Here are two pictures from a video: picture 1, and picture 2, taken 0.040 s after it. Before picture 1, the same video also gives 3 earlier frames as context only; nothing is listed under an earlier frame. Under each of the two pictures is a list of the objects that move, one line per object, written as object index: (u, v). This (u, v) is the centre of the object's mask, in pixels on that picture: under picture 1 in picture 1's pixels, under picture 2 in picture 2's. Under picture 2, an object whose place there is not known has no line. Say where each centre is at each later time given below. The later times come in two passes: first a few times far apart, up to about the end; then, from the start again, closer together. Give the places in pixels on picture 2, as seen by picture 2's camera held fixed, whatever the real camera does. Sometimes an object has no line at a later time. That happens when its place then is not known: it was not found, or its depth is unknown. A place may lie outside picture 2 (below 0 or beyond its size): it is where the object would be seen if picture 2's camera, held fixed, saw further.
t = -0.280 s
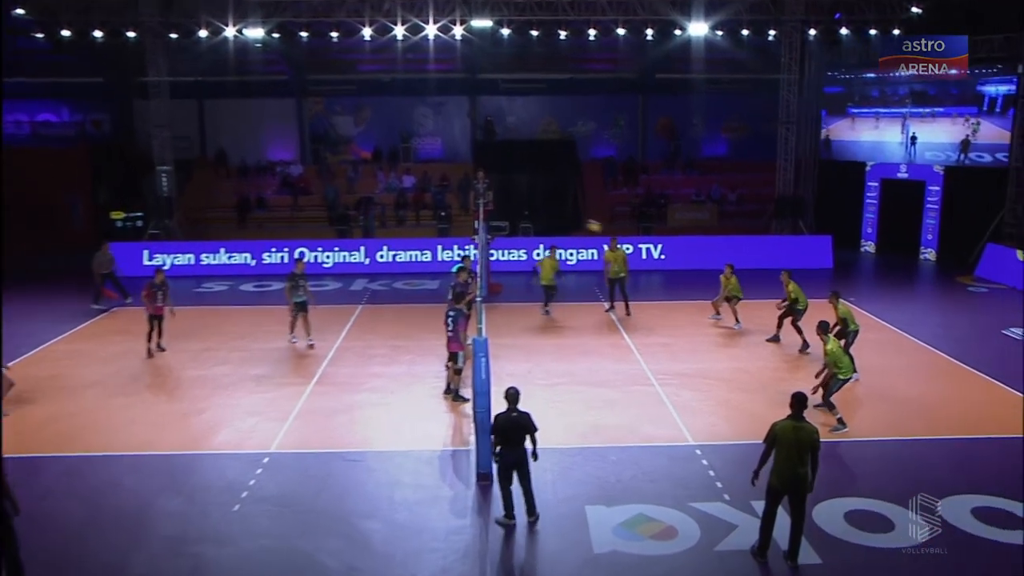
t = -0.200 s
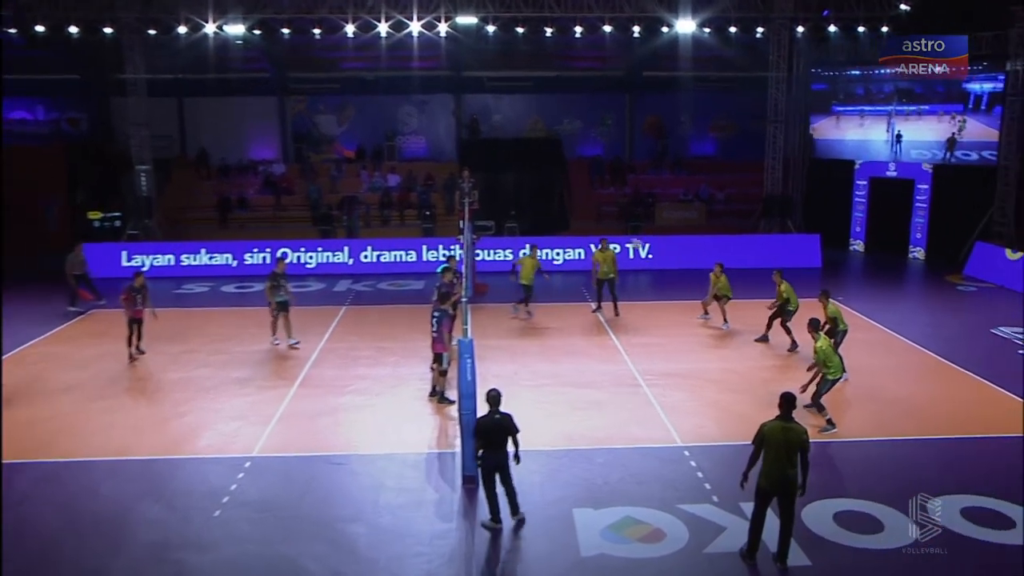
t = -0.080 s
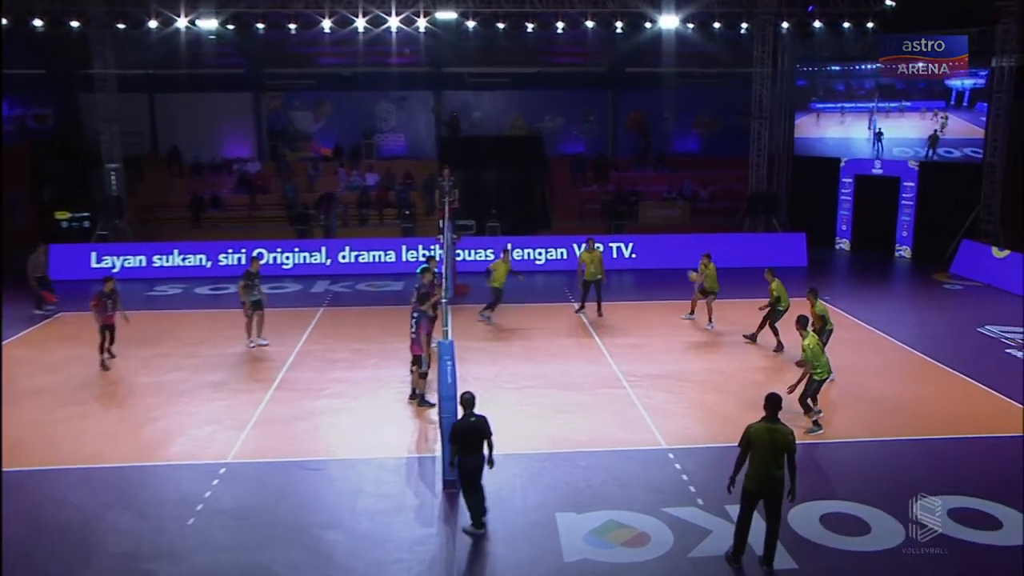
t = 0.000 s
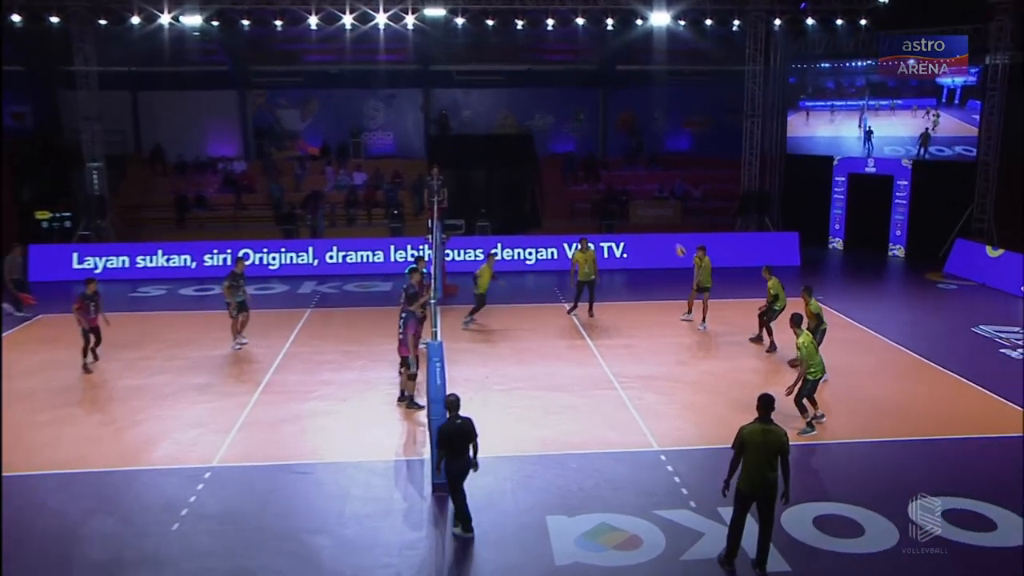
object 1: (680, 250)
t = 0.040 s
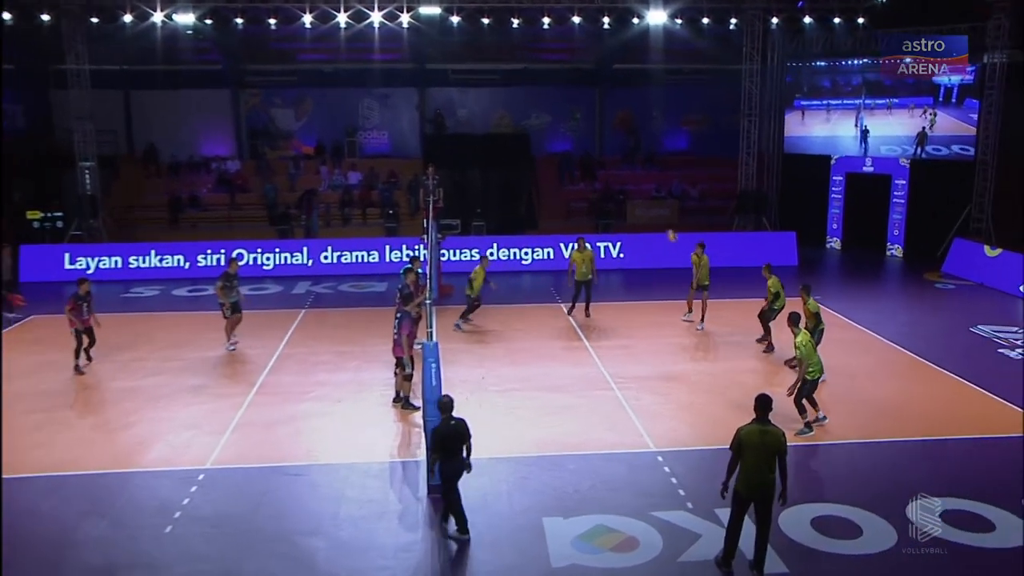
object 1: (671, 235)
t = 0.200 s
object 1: (653, 185)
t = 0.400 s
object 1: (629, 135)
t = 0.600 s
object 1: (604, 104)
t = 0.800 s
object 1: (577, 94)
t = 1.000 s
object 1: (549, 106)
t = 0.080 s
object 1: (667, 223)
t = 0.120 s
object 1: (662, 210)
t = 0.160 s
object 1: (658, 197)
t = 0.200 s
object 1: (653, 185)
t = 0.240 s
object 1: (648, 174)
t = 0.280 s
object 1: (644, 163)
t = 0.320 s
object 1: (639, 153)
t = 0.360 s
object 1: (634, 144)
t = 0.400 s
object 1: (629, 135)
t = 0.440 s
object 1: (625, 128)
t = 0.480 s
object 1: (619, 120)
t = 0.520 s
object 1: (614, 114)
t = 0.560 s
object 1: (609, 109)
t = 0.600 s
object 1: (604, 104)
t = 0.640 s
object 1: (599, 100)
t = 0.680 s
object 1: (594, 97)
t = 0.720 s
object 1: (588, 95)
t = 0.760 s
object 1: (583, 94)
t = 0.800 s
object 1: (577, 94)
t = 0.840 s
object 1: (571, 95)
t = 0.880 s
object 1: (566, 96)
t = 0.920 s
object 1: (560, 99)
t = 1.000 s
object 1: (549, 106)
